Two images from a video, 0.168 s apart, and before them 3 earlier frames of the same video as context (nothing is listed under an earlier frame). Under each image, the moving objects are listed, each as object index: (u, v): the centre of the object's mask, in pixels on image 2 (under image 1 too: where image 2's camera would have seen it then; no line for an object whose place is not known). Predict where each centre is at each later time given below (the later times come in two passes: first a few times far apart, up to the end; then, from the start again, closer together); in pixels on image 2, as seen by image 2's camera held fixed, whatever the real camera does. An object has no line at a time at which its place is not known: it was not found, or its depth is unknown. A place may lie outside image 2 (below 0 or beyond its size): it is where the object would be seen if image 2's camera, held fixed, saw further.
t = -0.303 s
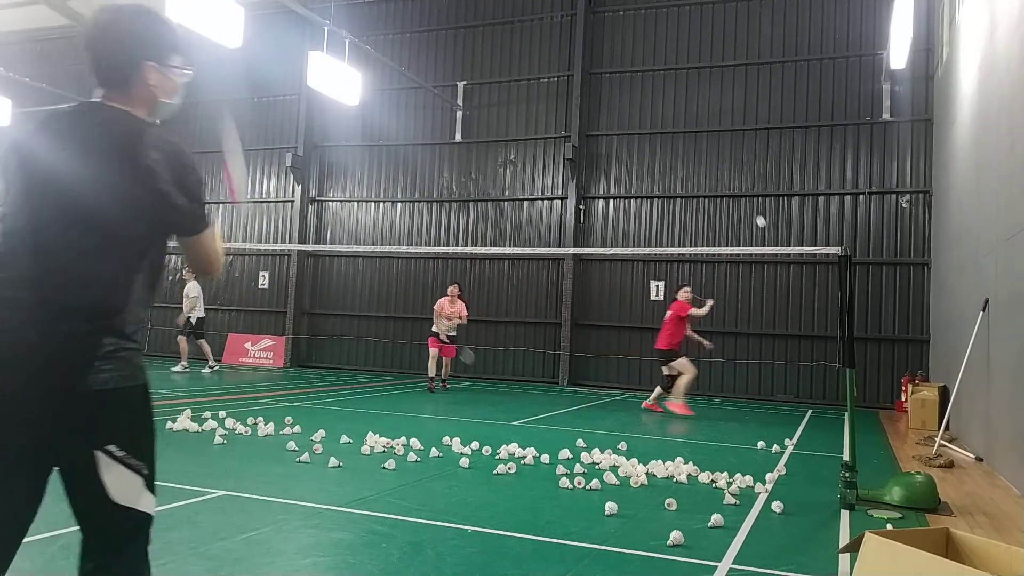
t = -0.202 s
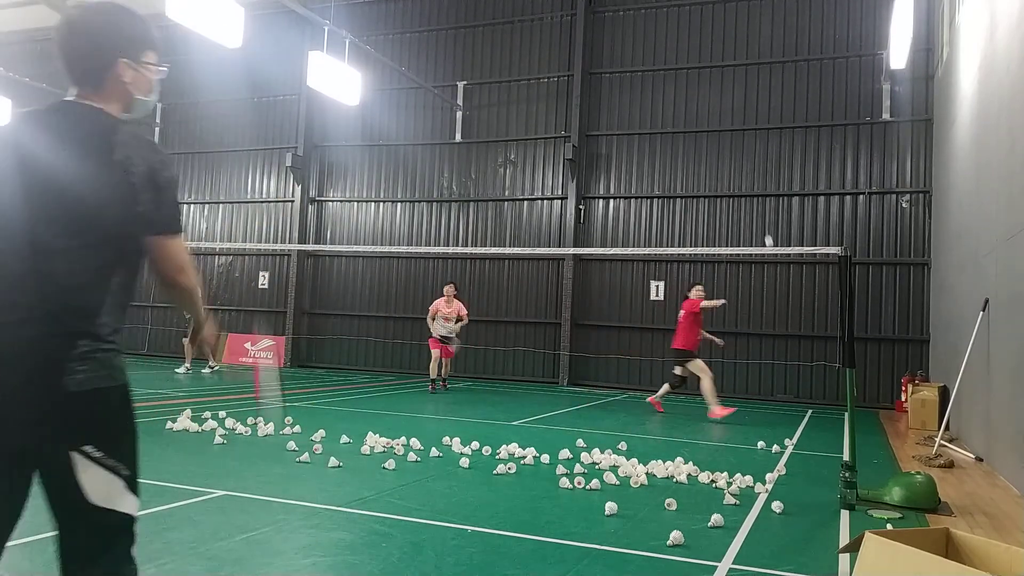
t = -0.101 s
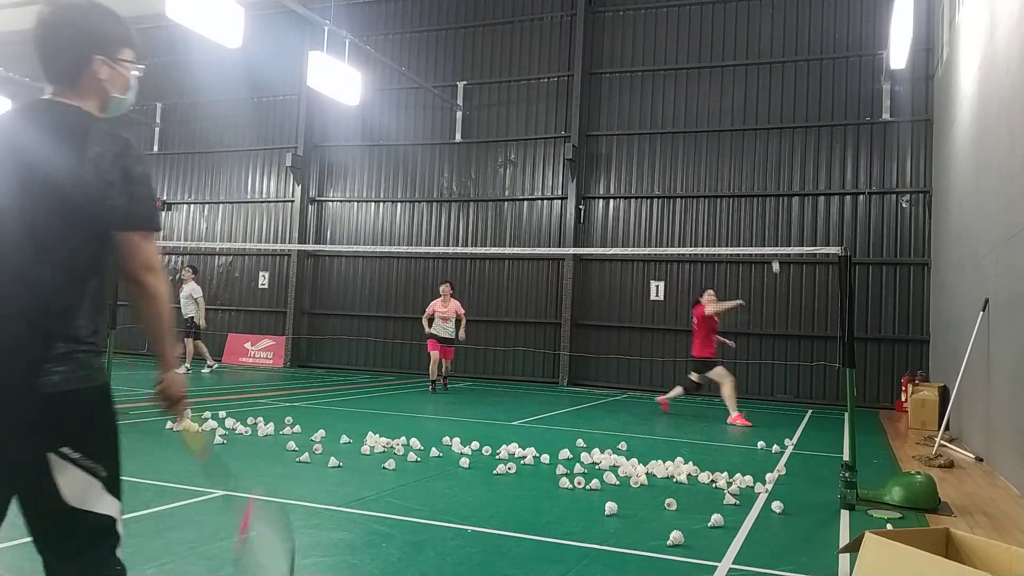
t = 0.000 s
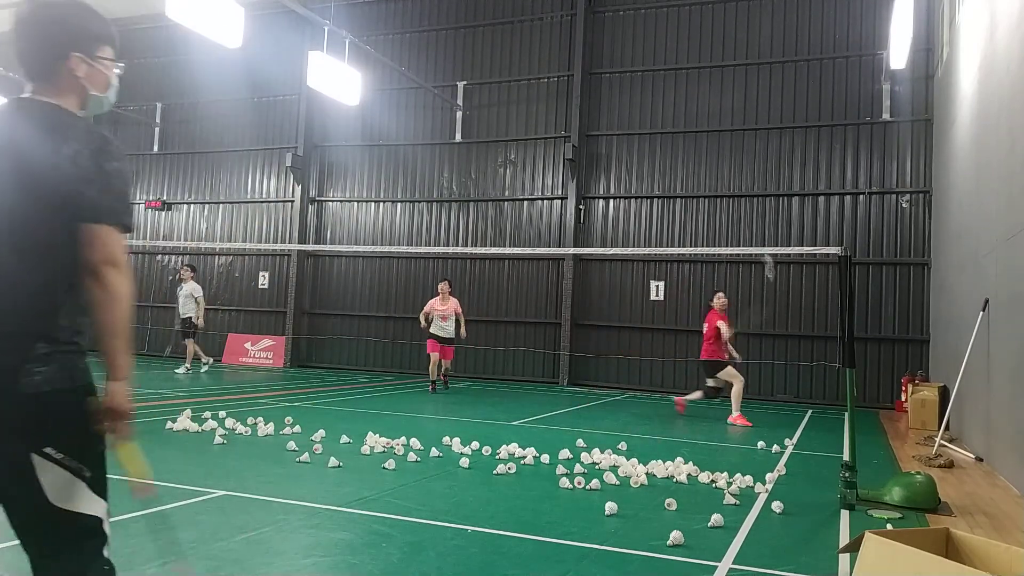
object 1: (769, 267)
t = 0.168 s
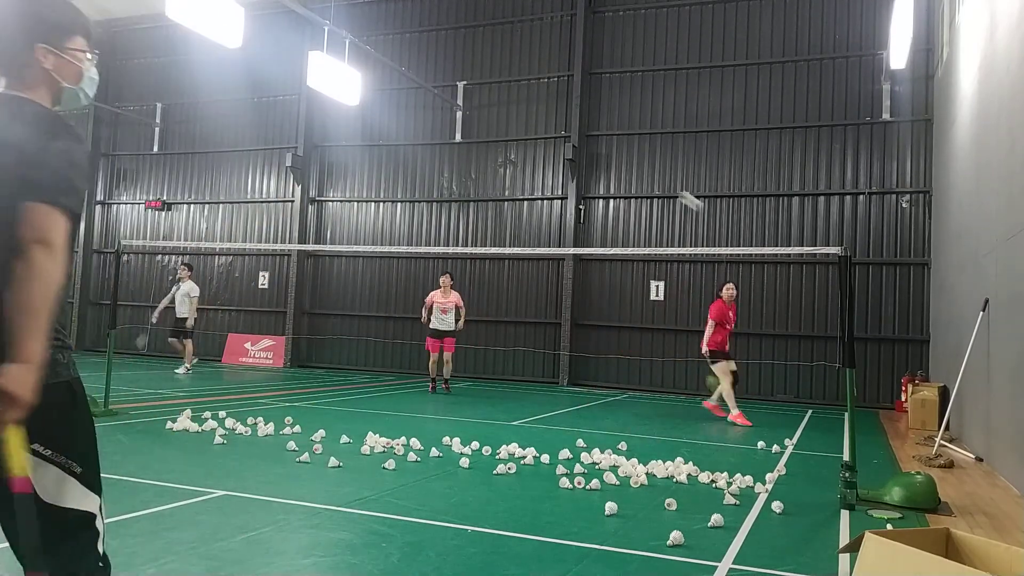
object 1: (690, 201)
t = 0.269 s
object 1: (637, 176)
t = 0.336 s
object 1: (590, 168)
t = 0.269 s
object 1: (637, 176)
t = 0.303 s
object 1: (614, 171)
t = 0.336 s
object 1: (590, 168)
